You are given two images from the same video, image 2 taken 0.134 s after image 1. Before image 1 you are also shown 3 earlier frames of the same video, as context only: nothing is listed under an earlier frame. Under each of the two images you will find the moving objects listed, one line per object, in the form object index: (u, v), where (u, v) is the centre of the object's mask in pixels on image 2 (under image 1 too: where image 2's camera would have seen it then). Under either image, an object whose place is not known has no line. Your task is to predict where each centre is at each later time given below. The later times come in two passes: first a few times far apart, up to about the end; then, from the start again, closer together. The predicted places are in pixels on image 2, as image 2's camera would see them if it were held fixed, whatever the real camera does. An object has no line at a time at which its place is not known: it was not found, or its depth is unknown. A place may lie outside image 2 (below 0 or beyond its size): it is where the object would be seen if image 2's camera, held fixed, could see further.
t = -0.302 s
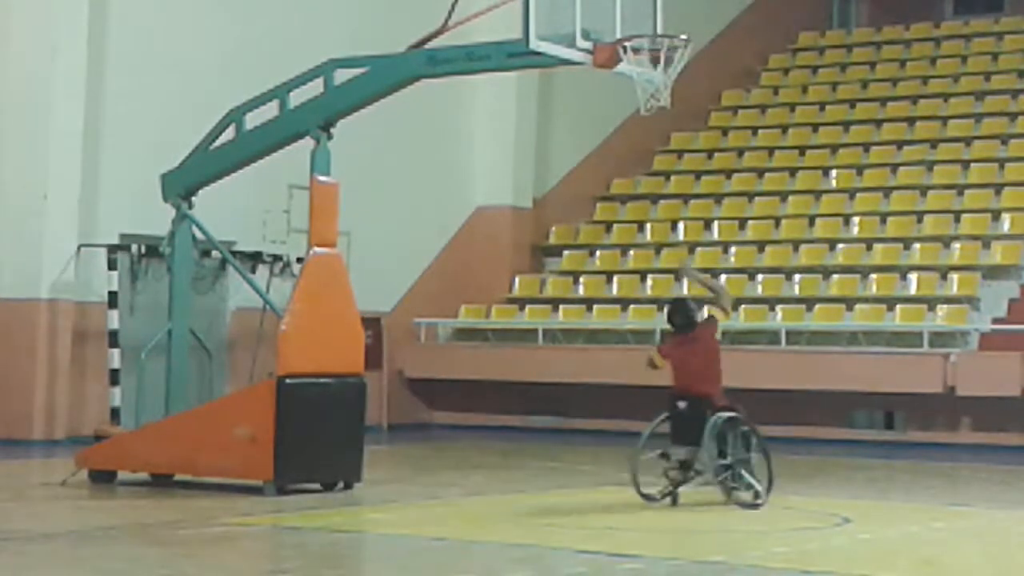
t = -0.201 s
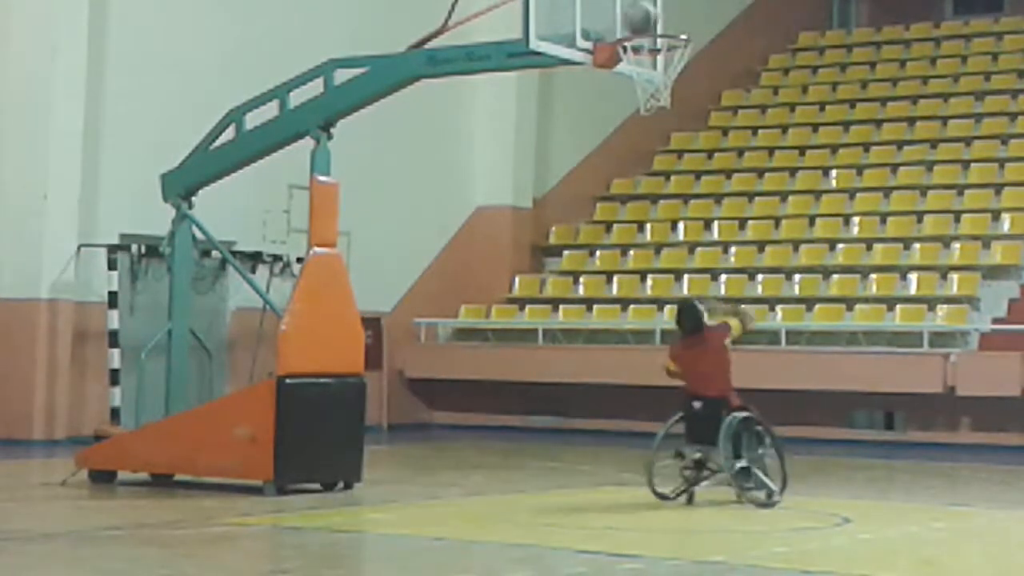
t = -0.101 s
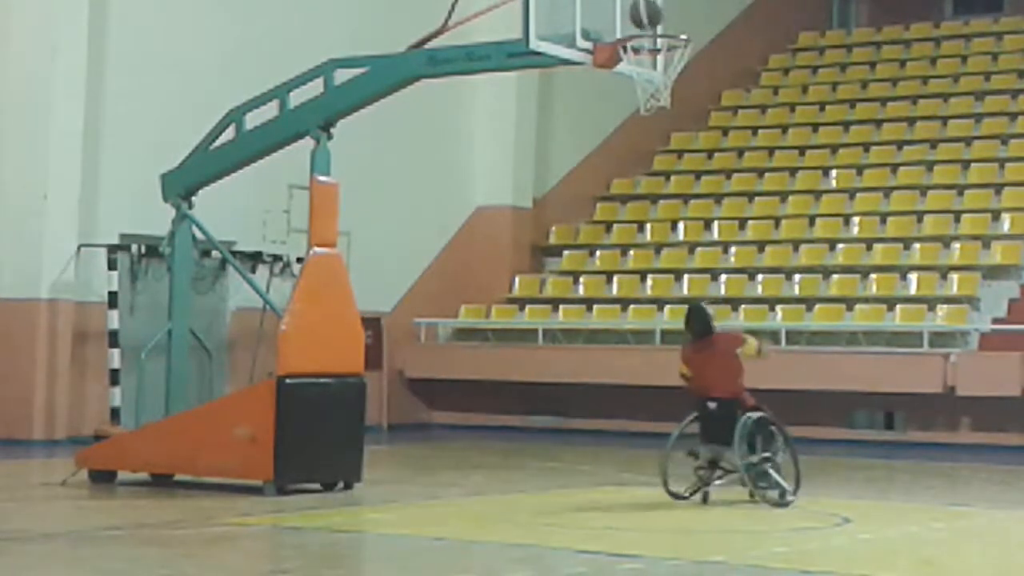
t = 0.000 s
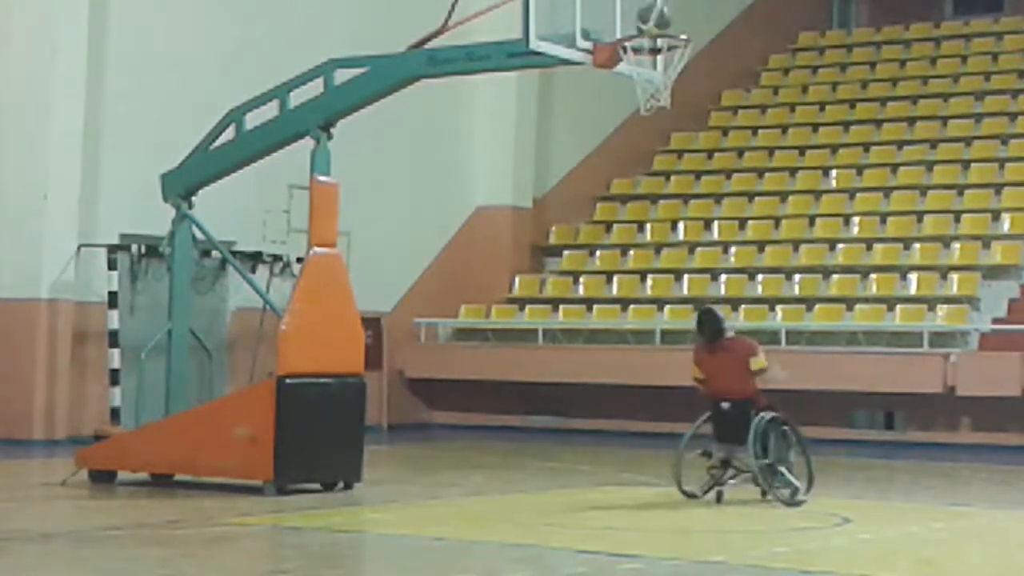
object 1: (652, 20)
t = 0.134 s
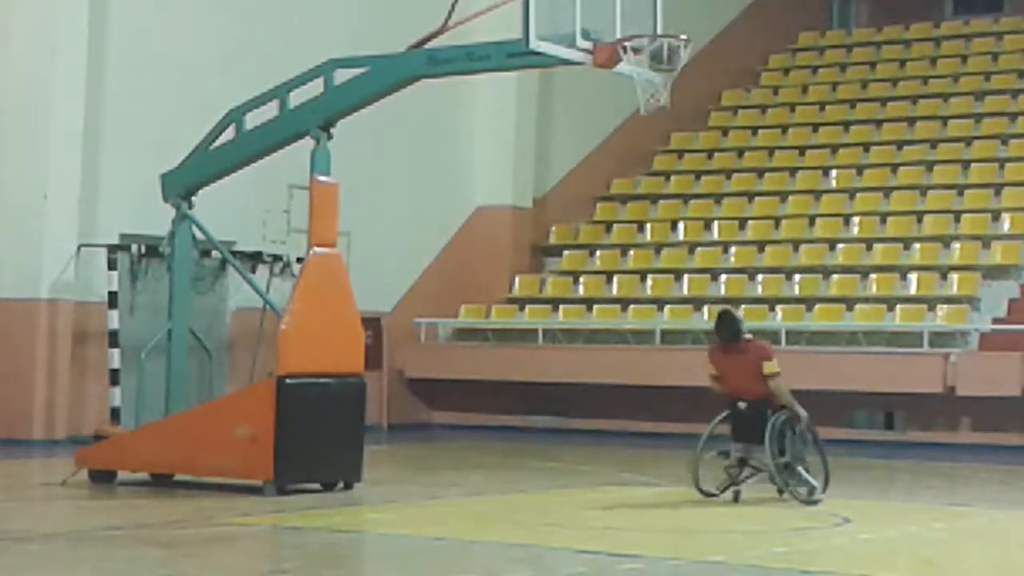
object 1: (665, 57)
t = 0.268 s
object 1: (669, 98)
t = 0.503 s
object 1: (677, 219)
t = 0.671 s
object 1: (685, 350)
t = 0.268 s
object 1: (669, 98)
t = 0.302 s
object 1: (672, 108)
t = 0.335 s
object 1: (673, 122)
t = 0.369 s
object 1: (674, 138)
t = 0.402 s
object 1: (674, 156)
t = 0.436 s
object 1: (676, 178)
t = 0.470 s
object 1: (676, 197)
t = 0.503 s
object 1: (677, 219)
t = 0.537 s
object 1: (681, 248)
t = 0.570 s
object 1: (680, 267)
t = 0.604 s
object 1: (682, 296)
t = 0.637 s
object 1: (682, 326)
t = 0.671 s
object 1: (685, 350)
